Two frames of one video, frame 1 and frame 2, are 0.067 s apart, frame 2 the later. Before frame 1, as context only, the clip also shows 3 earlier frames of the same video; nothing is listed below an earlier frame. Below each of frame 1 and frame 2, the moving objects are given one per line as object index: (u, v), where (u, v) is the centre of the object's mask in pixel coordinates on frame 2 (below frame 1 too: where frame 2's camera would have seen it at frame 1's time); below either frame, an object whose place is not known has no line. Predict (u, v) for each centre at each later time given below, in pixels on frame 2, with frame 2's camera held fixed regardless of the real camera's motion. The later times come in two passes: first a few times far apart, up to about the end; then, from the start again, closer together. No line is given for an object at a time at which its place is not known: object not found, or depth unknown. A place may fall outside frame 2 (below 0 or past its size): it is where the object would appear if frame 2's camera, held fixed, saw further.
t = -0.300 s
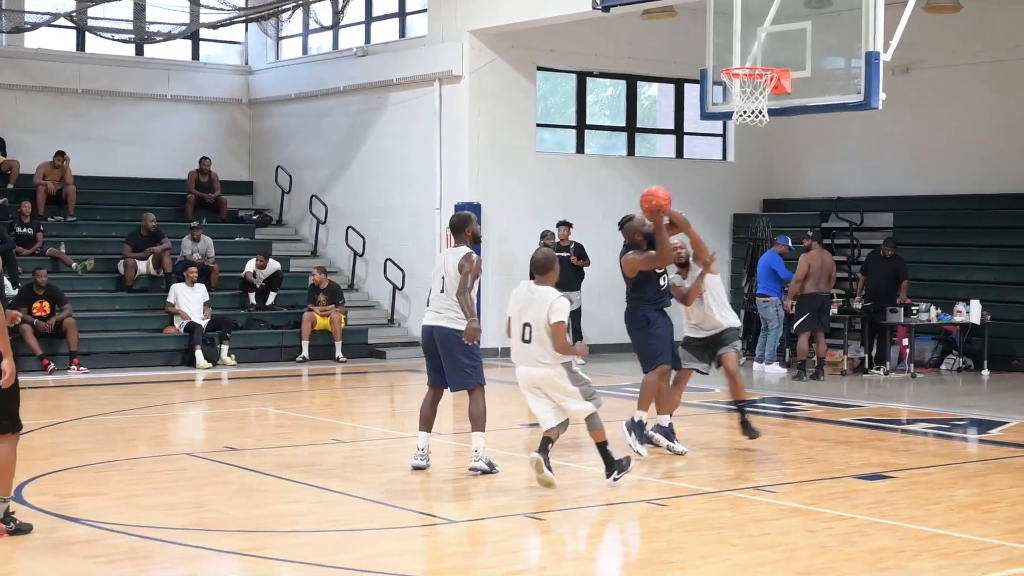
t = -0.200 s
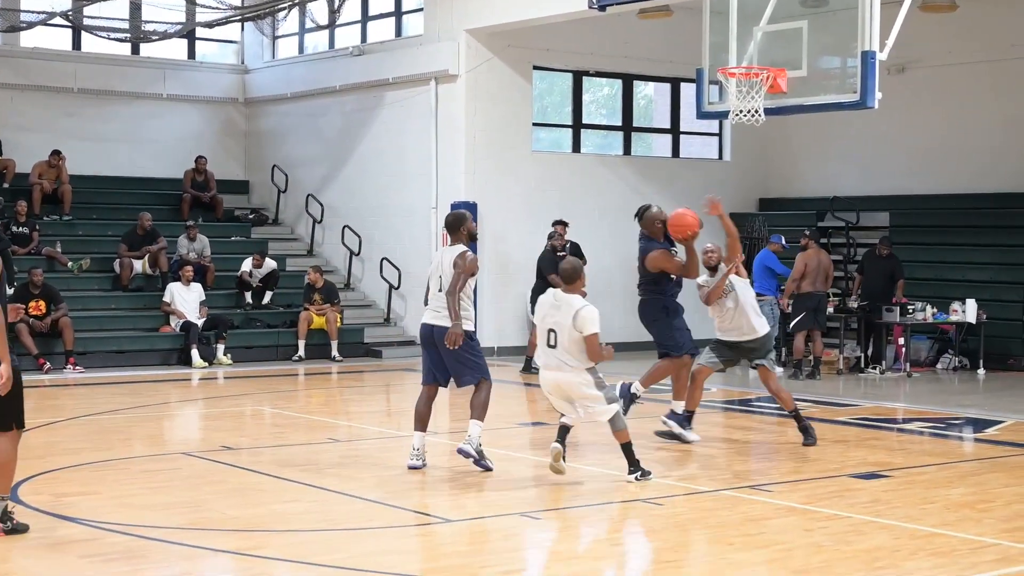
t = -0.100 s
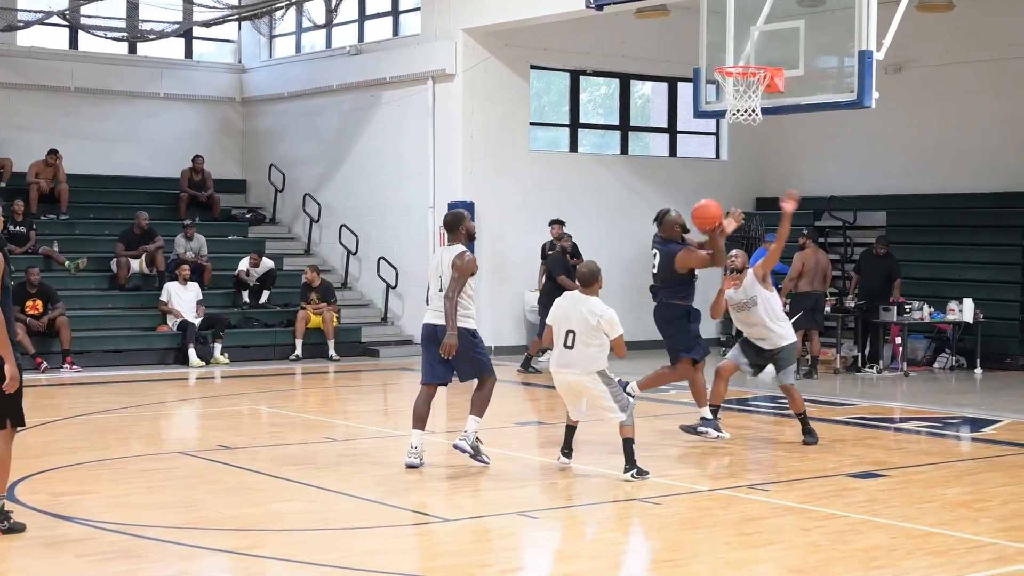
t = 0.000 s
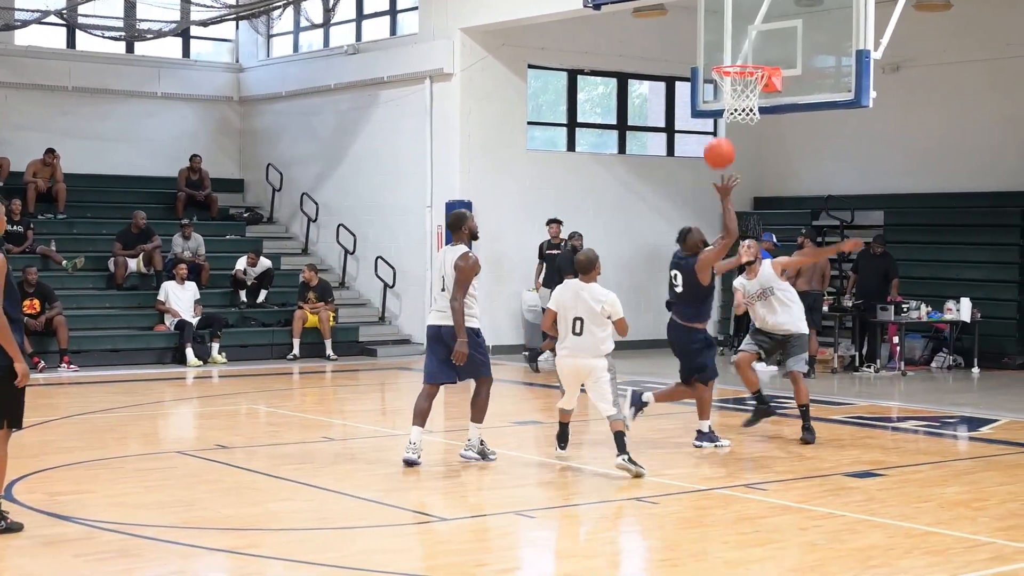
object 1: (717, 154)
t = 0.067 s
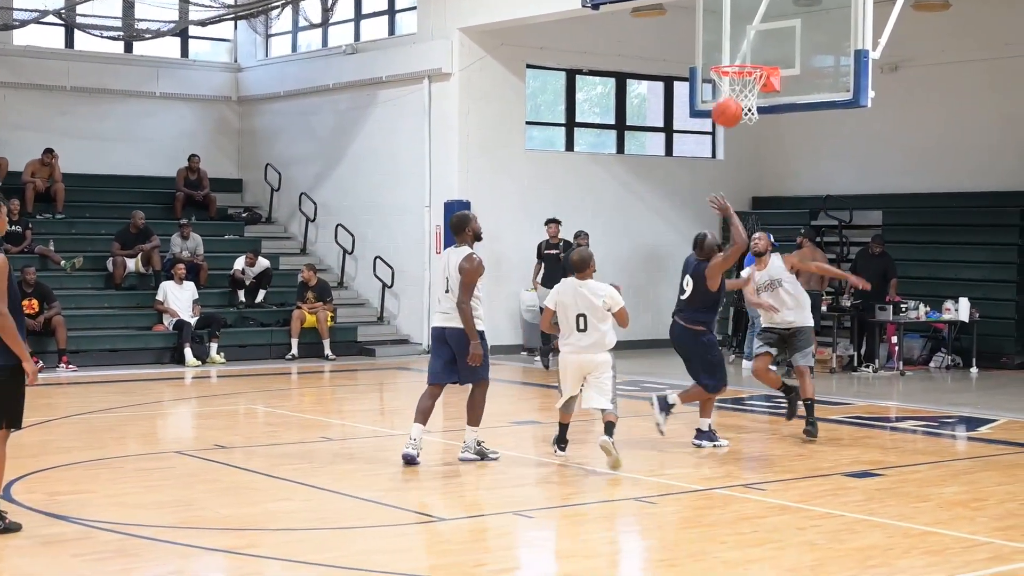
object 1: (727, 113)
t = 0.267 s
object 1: (756, 26)
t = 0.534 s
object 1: (778, 0)
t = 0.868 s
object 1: (710, 49)
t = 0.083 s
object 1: (730, 103)
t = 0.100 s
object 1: (733, 94)
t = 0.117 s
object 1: (735, 86)
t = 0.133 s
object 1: (737, 77)
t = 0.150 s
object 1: (739, 69)
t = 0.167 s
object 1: (742, 62)
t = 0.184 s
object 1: (744, 55)
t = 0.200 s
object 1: (747, 48)
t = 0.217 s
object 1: (749, 42)
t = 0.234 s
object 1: (751, 36)
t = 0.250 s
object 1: (753, 31)
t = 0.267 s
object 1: (756, 26)
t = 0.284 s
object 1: (758, 21)
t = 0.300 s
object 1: (760, 17)
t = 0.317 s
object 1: (762, 12)
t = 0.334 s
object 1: (765, 9)
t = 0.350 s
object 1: (767, 7)
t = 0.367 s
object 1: (769, 5)
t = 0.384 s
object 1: (771, 4)
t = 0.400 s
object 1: (773, 3)
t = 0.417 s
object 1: (775, 2)
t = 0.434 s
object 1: (778, 1)
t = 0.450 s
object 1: (779, 1)
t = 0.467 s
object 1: (781, 0)
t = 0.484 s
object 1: (784, 0)
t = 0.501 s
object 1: (785, 0)
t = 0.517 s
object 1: (781, 0)
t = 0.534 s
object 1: (778, 0)
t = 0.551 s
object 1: (774, 1)
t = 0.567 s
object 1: (771, 2)
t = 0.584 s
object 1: (767, 2)
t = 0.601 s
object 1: (764, 3)
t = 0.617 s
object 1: (760, 5)
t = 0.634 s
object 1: (757, 6)
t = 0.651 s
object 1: (754, 8)
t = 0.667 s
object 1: (750, 11)
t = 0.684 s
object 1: (746, 15)
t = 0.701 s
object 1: (743, 19)
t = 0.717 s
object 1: (740, 24)
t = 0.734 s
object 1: (737, 29)
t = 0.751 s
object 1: (733, 34)
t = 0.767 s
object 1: (729, 39)
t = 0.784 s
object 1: (726, 45)
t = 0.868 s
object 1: (710, 49)
